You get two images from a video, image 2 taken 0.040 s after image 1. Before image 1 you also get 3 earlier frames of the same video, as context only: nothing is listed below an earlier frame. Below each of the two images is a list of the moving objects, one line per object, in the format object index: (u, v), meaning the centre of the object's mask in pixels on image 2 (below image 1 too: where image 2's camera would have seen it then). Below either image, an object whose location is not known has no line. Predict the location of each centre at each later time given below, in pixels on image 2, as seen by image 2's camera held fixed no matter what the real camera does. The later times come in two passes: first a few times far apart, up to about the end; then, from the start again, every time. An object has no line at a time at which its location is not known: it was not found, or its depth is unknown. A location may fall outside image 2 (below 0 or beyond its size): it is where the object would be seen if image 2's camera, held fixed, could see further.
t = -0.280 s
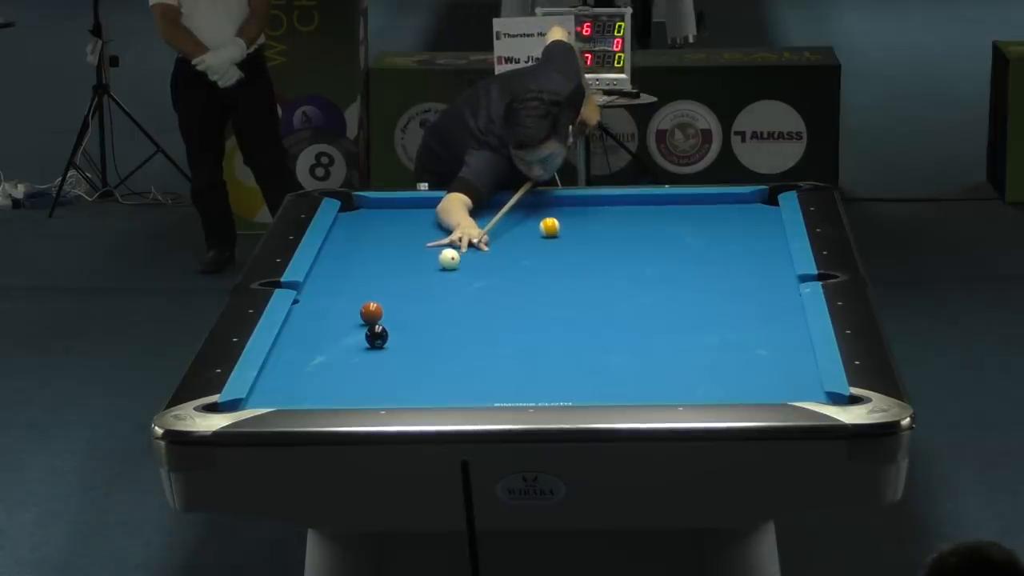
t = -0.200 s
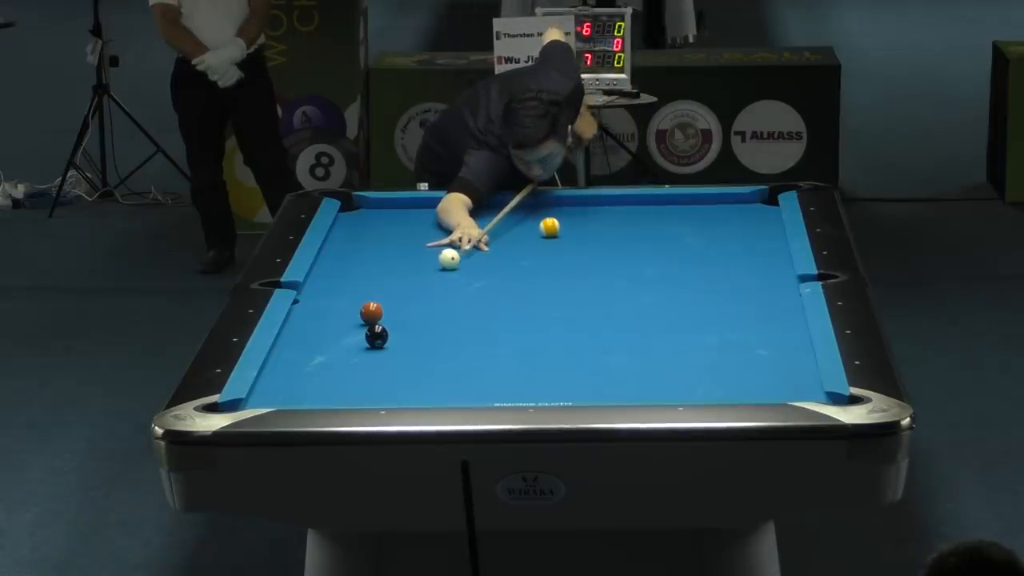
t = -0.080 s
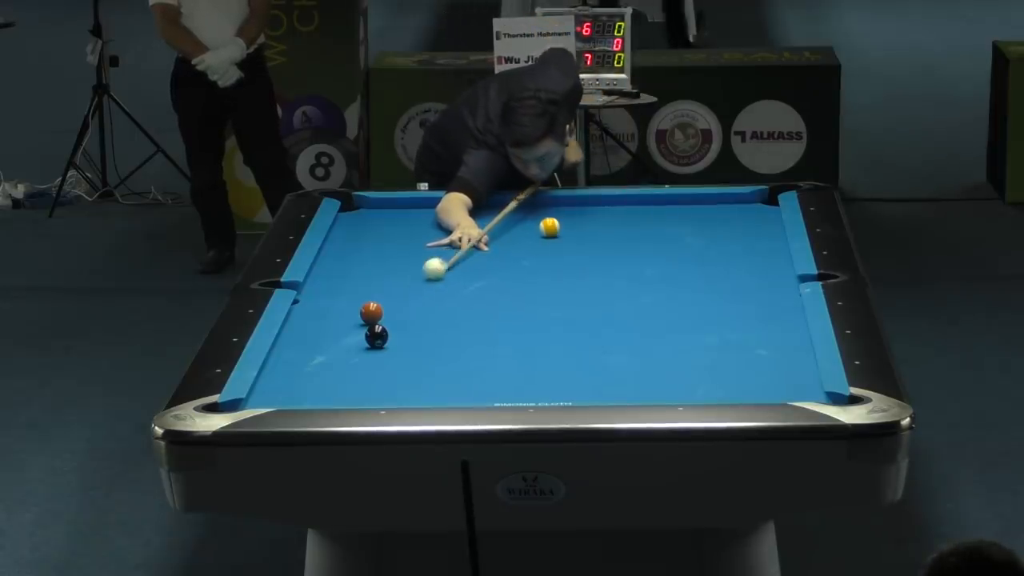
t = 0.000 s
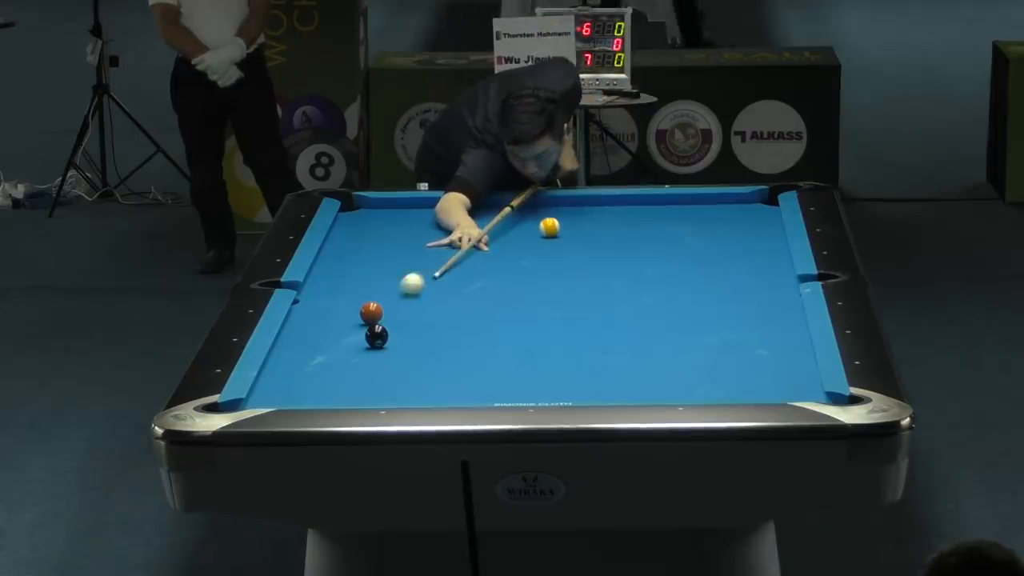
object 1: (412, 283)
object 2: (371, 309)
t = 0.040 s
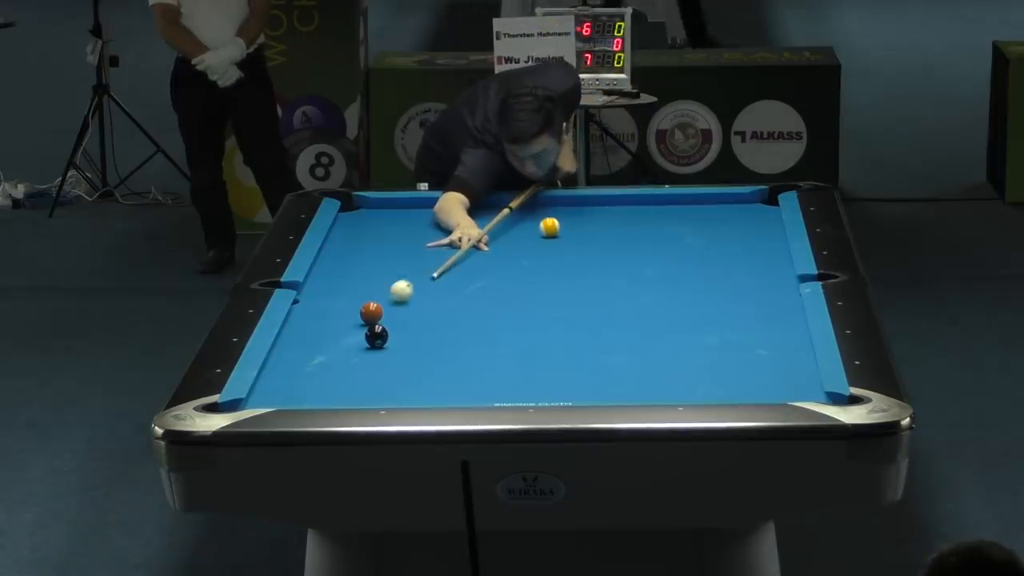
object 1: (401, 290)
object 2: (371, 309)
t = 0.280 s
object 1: (377, 307)
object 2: (339, 336)
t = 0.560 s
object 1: (374, 306)
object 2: (284, 378)
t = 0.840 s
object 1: (373, 306)
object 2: (235, 405)
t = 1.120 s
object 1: (373, 306)
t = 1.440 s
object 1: (373, 306)
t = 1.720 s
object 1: (373, 306)
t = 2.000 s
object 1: (373, 306)
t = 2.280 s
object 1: (373, 306)
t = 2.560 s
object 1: (373, 306)
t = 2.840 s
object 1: (373, 306)
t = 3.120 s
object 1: (373, 306)
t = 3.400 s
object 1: (373, 306)
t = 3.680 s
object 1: (373, 306)
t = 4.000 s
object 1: (373, 306)
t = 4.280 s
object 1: (373, 306)
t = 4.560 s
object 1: (373, 306)
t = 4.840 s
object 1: (373, 306)
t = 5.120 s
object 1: (373, 306)
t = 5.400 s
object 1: (373, 306)
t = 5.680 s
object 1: (373, 306)
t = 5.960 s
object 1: (373, 306)
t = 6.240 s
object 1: (373, 306)
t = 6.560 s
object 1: (373, 306)
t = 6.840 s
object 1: (373, 306)
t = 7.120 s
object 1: (373, 306)
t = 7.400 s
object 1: (373, 306)
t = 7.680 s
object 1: (373, 306)
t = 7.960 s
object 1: (373, 306)
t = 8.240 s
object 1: (373, 306)
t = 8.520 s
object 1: (373, 306)
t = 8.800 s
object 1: (373, 306)
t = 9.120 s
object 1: (373, 306)
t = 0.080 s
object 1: (391, 298)
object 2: (371, 309)
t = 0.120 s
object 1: (384, 303)
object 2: (371, 310)
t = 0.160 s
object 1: (379, 306)
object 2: (364, 314)
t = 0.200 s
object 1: (377, 308)
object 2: (356, 322)
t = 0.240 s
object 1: (377, 307)
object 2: (347, 329)
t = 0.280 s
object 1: (377, 307)
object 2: (339, 336)
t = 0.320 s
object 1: (376, 307)
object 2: (331, 341)
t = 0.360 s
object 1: (375, 307)
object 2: (323, 349)
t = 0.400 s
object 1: (375, 307)
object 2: (315, 355)
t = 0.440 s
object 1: (375, 306)
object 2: (307, 361)
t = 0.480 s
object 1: (375, 306)
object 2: (300, 367)
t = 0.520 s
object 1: (375, 306)
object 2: (292, 372)
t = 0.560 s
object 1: (374, 306)
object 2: (284, 378)
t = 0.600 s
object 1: (374, 306)
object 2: (277, 384)
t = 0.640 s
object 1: (374, 306)
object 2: (268, 391)
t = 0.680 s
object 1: (374, 306)
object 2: (260, 395)
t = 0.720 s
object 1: (374, 306)
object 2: (258, 398)
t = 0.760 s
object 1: (373, 306)
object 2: (258, 401)
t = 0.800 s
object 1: (373, 306)
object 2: (247, 403)
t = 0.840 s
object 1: (373, 306)
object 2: (235, 405)
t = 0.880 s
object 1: (373, 306)
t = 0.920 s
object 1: (373, 306)
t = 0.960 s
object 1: (373, 306)
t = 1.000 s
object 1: (373, 306)
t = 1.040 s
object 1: (373, 306)
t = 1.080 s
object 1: (373, 306)
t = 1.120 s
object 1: (373, 306)
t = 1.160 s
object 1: (373, 306)
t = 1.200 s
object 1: (373, 306)
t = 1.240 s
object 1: (373, 306)
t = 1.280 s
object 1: (373, 306)
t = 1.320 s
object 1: (373, 306)
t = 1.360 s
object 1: (373, 306)
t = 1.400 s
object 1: (373, 306)
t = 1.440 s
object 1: (373, 306)
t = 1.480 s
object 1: (373, 306)
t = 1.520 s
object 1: (373, 306)
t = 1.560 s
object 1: (373, 306)
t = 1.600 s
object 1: (373, 306)
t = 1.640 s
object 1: (373, 306)
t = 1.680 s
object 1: (373, 306)
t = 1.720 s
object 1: (373, 306)
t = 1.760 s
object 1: (373, 306)
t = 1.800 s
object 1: (373, 306)
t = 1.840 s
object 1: (373, 306)
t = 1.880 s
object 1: (373, 306)
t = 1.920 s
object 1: (373, 306)
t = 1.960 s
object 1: (373, 306)
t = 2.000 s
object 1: (373, 306)
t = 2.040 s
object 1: (373, 306)
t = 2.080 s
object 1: (373, 306)
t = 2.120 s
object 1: (373, 306)
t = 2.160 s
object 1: (373, 306)
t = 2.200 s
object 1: (373, 306)
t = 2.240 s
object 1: (373, 306)
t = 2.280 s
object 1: (373, 306)
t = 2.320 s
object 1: (373, 306)
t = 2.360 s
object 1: (373, 306)
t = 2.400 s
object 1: (373, 306)
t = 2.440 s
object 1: (373, 306)
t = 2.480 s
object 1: (373, 306)
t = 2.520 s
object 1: (373, 306)
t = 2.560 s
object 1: (373, 306)
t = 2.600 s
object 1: (373, 306)
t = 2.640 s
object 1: (373, 306)
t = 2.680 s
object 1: (373, 306)
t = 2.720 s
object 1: (373, 306)
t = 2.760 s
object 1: (373, 306)
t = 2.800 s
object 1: (373, 306)
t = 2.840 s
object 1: (373, 306)
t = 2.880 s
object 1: (373, 306)
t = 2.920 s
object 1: (373, 306)
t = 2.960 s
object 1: (373, 306)
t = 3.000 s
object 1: (373, 306)
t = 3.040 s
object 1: (373, 306)
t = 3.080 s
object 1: (373, 306)
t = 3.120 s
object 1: (373, 306)
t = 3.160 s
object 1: (373, 306)
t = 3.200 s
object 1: (373, 306)
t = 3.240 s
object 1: (373, 306)
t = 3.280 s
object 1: (373, 306)
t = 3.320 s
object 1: (373, 306)
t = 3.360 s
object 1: (373, 306)
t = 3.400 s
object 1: (373, 306)
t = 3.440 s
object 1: (373, 306)
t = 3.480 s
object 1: (373, 306)
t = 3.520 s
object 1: (373, 306)
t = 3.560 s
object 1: (373, 306)
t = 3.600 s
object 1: (373, 306)
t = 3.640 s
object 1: (373, 306)
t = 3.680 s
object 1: (373, 306)
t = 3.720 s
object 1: (373, 306)
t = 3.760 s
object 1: (373, 306)
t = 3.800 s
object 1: (373, 306)
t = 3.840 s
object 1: (373, 306)
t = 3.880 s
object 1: (373, 306)
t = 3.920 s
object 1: (373, 306)
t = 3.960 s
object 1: (373, 306)
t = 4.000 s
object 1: (373, 306)
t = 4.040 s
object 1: (373, 306)
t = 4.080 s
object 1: (373, 306)
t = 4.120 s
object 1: (373, 306)
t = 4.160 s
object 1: (373, 306)
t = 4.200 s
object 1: (373, 306)
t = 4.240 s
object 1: (373, 306)
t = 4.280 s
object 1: (373, 306)
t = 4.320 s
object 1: (373, 306)
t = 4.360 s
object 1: (373, 306)
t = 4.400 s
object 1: (373, 306)
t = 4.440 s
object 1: (373, 306)
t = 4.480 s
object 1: (373, 306)
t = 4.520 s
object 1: (373, 306)
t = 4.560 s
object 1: (373, 306)
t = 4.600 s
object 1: (373, 306)
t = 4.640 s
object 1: (373, 306)
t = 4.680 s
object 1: (373, 306)
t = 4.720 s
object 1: (373, 306)
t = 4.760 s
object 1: (373, 306)
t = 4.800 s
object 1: (373, 306)
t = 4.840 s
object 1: (373, 306)
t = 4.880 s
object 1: (373, 306)
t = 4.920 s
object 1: (373, 306)
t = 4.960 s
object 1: (373, 306)
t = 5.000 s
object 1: (373, 306)
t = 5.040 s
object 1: (373, 306)
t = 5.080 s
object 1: (373, 306)
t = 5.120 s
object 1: (373, 306)
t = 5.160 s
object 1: (373, 306)
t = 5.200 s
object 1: (373, 306)
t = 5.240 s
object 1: (373, 306)
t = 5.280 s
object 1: (373, 306)
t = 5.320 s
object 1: (373, 306)
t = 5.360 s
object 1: (373, 306)
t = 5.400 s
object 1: (373, 306)
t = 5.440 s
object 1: (373, 306)
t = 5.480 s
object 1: (373, 306)
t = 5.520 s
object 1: (373, 306)
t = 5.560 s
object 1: (373, 306)
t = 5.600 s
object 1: (373, 306)
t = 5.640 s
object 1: (373, 306)
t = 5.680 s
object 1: (373, 306)
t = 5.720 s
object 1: (373, 306)
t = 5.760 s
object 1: (373, 306)
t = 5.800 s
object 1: (373, 306)
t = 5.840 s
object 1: (373, 306)
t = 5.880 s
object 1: (373, 306)
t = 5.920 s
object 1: (373, 306)
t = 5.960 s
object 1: (373, 306)
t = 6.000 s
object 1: (373, 306)
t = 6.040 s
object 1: (373, 306)
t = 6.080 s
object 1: (373, 306)
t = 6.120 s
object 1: (373, 306)
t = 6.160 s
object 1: (373, 306)
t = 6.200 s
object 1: (373, 306)
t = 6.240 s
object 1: (373, 306)
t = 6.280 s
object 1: (373, 306)
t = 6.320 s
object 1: (373, 306)
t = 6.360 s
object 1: (373, 306)
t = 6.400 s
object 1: (373, 306)
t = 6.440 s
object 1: (373, 306)
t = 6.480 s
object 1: (373, 306)
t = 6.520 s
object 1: (373, 306)
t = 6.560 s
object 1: (373, 306)
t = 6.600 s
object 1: (373, 306)
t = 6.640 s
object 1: (373, 306)
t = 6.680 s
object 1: (373, 306)
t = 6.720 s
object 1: (373, 306)
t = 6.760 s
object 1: (373, 306)
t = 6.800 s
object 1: (373, 306)
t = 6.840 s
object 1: (373, 306)
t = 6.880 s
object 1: (373, 306)
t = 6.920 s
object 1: (373, 306)
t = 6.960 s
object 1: (373, 306)
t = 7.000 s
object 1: (373, 306)
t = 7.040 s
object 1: (373, 306)
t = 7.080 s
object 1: (373, 306)
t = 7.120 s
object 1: (373, 306)
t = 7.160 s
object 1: (373, 306)
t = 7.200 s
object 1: (373, 306)
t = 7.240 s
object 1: (373, 306)
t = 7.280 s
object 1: (373, 306)
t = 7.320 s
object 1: (373, 306)
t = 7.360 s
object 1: (373, 306)
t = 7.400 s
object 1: (373, 306)
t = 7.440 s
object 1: (373, 306)
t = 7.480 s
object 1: (373, 306)
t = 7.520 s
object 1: (373, 306)
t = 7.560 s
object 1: (373, 306)
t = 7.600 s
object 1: (373, 306)
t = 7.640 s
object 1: (373, 306)
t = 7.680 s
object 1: (373, 306)
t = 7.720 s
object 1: (373, 306)
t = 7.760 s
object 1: (373, 306)
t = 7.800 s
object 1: (373, 306)
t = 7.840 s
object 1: (373, 306)
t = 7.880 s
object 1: (373, 306)
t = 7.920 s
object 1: (373, 306)
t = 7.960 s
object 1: (373, 306)
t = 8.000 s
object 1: (373, 306)
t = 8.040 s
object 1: (373, 306)
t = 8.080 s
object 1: (373, 306)
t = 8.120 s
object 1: (373, 306)
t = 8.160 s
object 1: (373, 306)
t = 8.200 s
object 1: (373, 306)
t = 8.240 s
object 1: (373, 306)
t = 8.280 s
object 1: (373, 306)
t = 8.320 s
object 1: (373, 306)
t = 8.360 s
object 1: (373, 306)
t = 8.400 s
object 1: (373, 306)
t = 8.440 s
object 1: (373, 306)
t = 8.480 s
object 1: (373, 306)
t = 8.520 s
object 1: (373, 306)
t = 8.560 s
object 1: (373, 306)
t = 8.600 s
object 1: (373, 306)
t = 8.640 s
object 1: (373, 306)
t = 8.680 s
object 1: (373, 306)
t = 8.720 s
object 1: (373, 306)
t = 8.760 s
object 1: (373, 306)
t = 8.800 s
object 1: (373, 306)
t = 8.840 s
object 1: (373, 306)
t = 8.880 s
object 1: (373, 306)
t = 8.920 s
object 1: (373, 306)
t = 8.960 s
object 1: (373, 306)
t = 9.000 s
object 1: (373, 306)
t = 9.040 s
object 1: (373, 306)
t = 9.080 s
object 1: (373, 306)
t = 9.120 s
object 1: (373, 306)
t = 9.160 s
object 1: (373, 306)
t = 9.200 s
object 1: (373, 306)
